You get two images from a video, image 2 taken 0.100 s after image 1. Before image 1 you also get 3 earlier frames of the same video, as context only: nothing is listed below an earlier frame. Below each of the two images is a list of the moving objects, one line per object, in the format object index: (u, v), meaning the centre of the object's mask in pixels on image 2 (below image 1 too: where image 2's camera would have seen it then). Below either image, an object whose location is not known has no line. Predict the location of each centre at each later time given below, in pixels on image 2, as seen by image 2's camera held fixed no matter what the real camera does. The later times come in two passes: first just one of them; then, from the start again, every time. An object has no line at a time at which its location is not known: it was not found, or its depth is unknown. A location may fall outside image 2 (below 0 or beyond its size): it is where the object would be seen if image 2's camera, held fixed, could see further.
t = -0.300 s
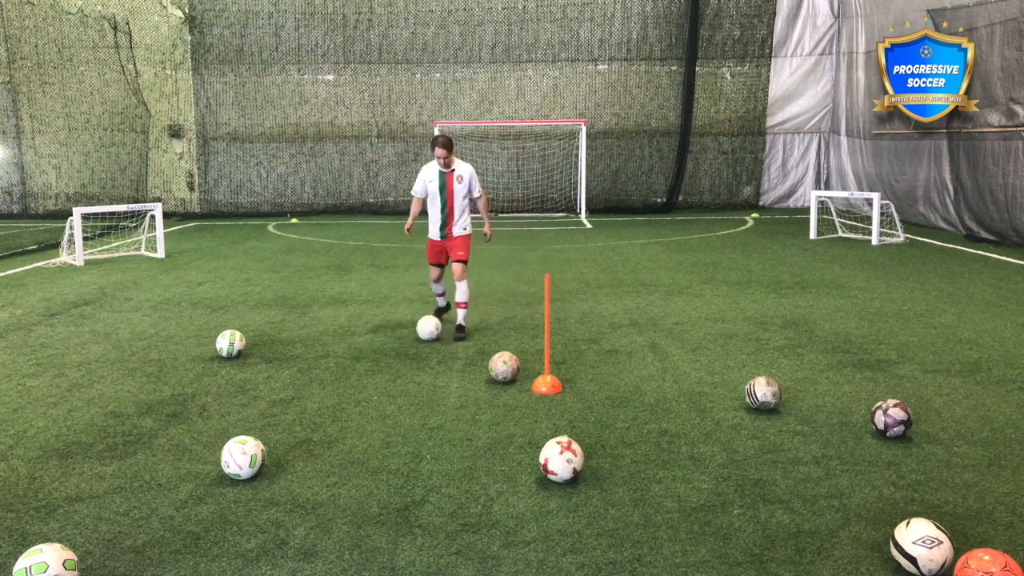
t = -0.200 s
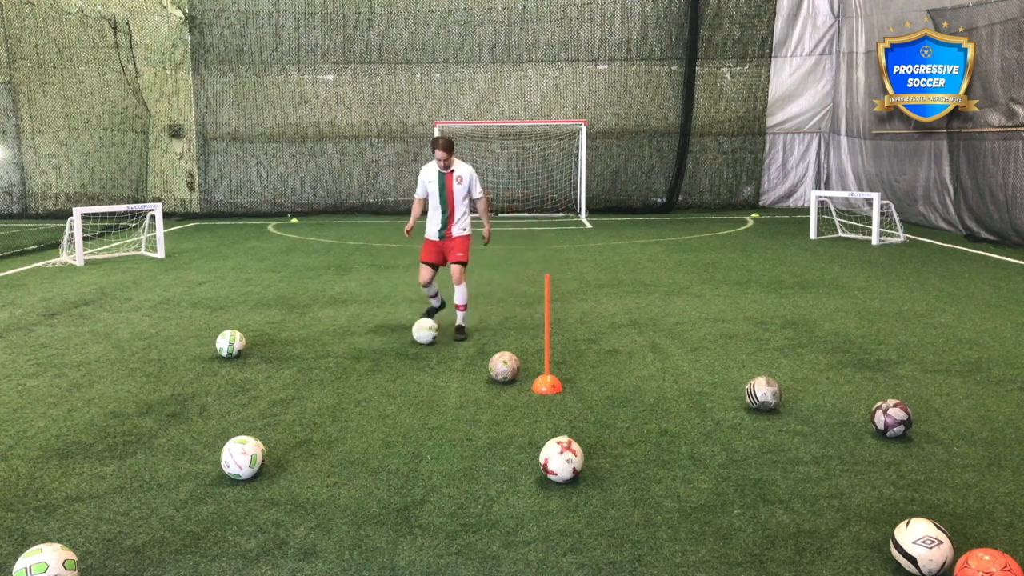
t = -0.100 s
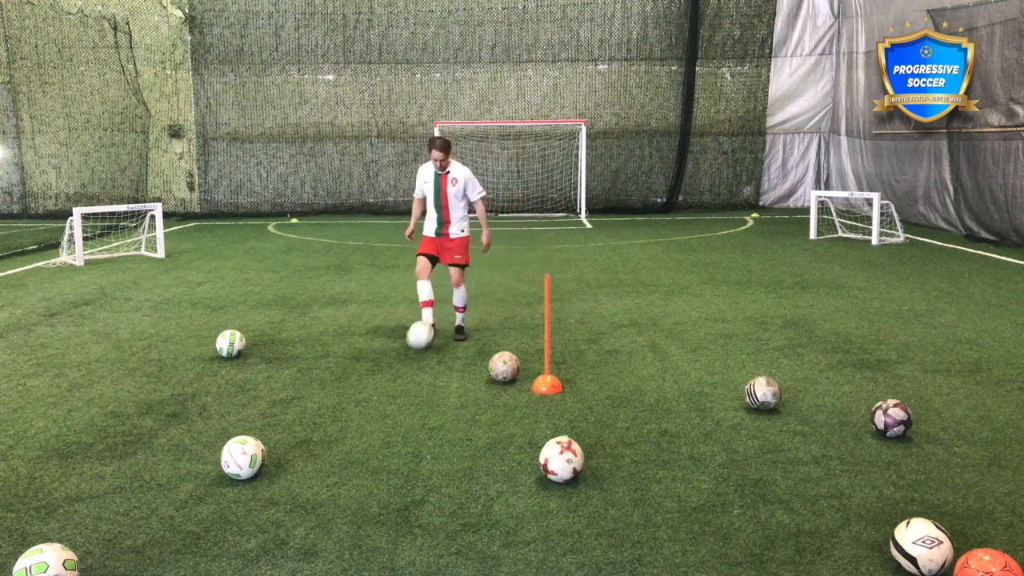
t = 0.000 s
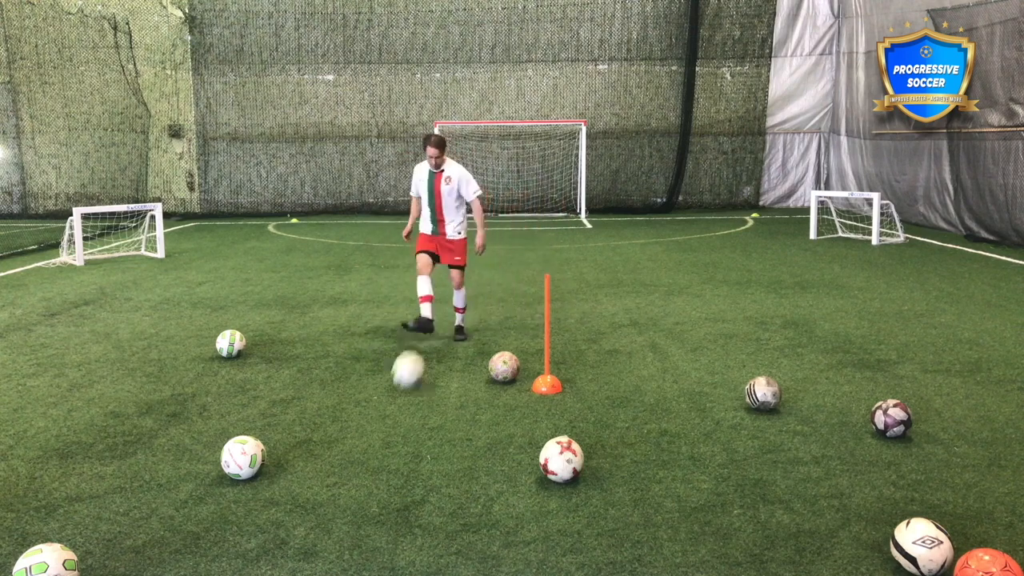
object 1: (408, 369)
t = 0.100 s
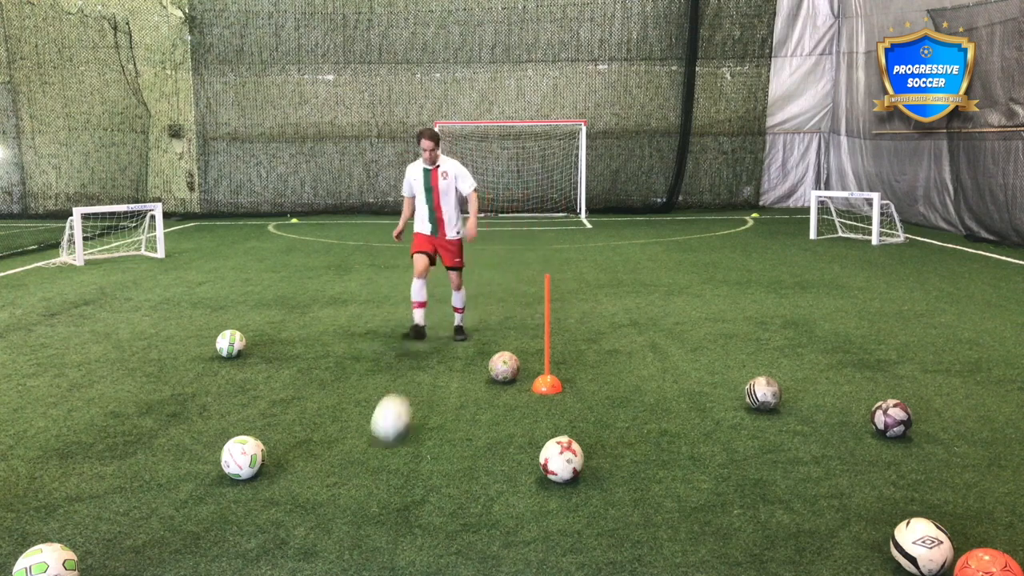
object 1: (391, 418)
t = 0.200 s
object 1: (369, 485)
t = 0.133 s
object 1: (384, 438)
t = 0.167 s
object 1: (376, 459)
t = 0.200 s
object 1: (369, 485)
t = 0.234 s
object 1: (360, 510)
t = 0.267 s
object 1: (348, 538)
